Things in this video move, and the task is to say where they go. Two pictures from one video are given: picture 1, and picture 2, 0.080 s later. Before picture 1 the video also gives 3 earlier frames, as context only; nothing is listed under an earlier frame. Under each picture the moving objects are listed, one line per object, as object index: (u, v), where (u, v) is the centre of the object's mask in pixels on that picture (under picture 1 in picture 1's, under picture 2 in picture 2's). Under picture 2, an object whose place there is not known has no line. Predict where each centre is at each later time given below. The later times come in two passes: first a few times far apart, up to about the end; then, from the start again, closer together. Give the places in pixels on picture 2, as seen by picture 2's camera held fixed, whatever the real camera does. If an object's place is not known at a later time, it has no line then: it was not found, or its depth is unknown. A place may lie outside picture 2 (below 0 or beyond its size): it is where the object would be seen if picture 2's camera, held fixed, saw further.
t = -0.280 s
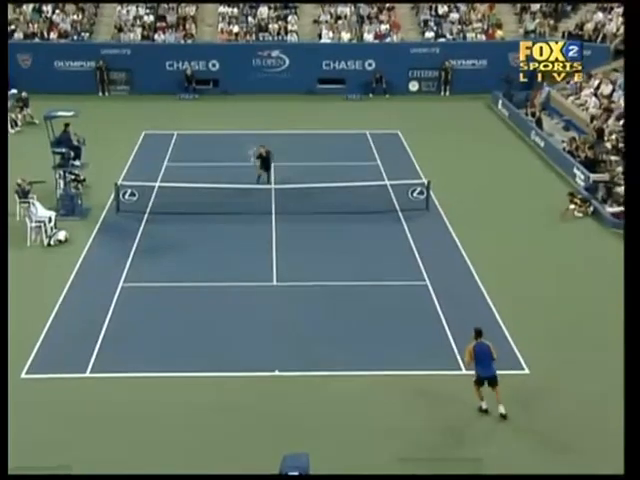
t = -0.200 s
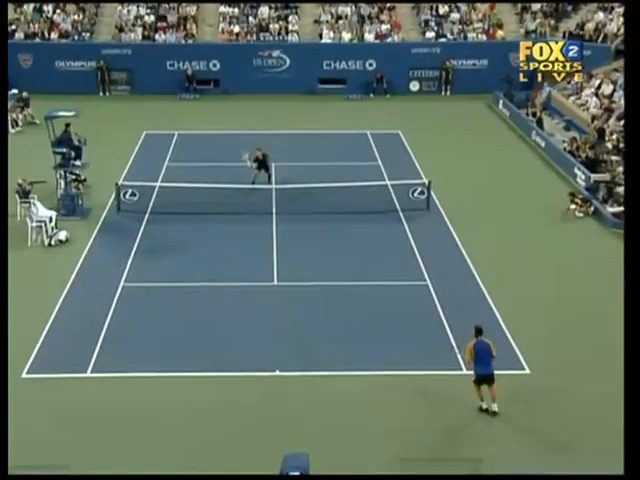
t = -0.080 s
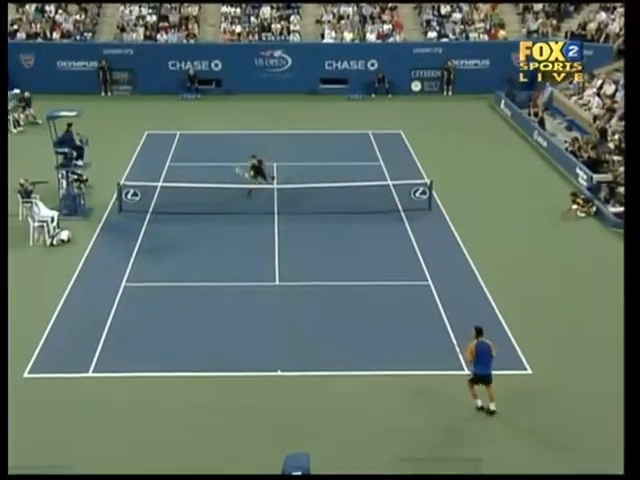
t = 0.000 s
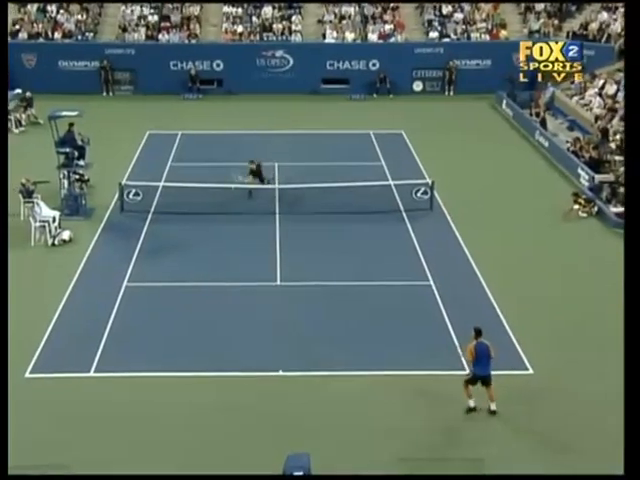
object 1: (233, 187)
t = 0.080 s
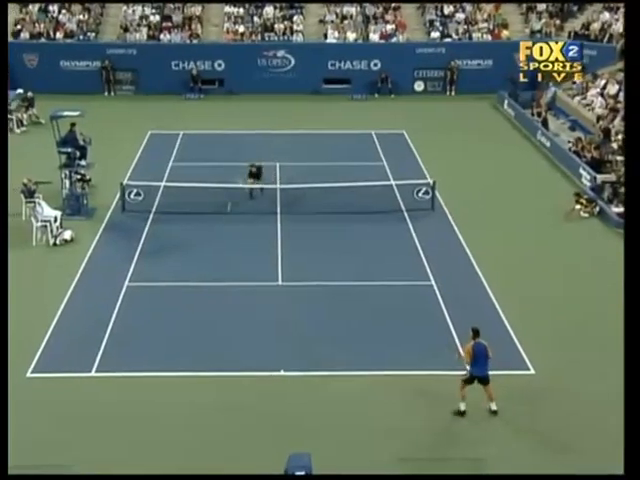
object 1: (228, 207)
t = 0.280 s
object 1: (213, 258)
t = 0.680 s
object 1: (192, 287)
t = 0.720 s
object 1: (189, 293)
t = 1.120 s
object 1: (165, 376)
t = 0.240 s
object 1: (216, 254)
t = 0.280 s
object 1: (213, 258)
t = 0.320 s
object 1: (211, 258)
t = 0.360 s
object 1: (209, 258)
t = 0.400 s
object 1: (207, 259)
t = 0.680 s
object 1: (192, 287)
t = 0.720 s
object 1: (189, 293)
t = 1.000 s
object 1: (172, 366)
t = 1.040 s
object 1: (168, 373)
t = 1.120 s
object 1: (165, 376)
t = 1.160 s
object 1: (162, 379)
